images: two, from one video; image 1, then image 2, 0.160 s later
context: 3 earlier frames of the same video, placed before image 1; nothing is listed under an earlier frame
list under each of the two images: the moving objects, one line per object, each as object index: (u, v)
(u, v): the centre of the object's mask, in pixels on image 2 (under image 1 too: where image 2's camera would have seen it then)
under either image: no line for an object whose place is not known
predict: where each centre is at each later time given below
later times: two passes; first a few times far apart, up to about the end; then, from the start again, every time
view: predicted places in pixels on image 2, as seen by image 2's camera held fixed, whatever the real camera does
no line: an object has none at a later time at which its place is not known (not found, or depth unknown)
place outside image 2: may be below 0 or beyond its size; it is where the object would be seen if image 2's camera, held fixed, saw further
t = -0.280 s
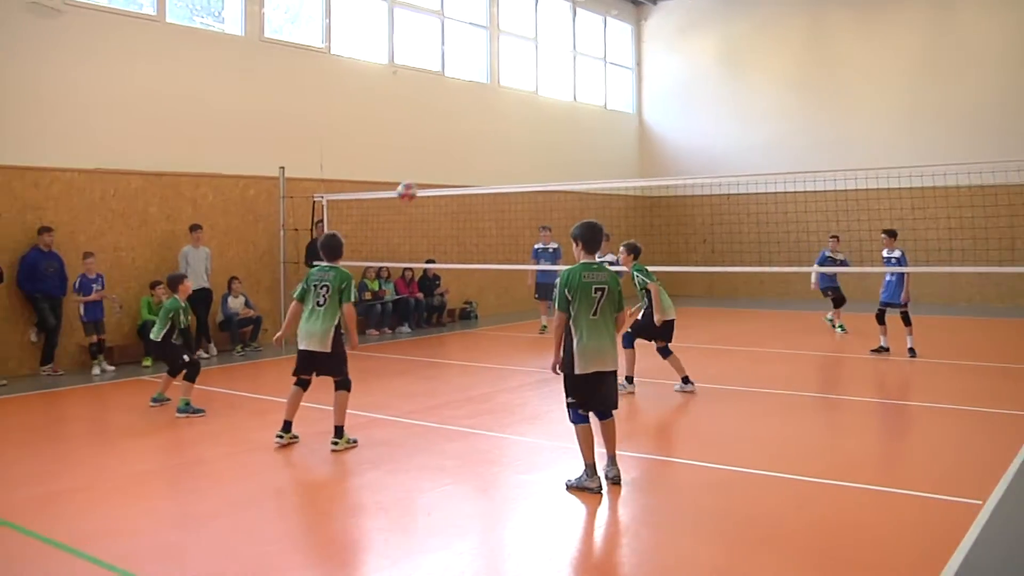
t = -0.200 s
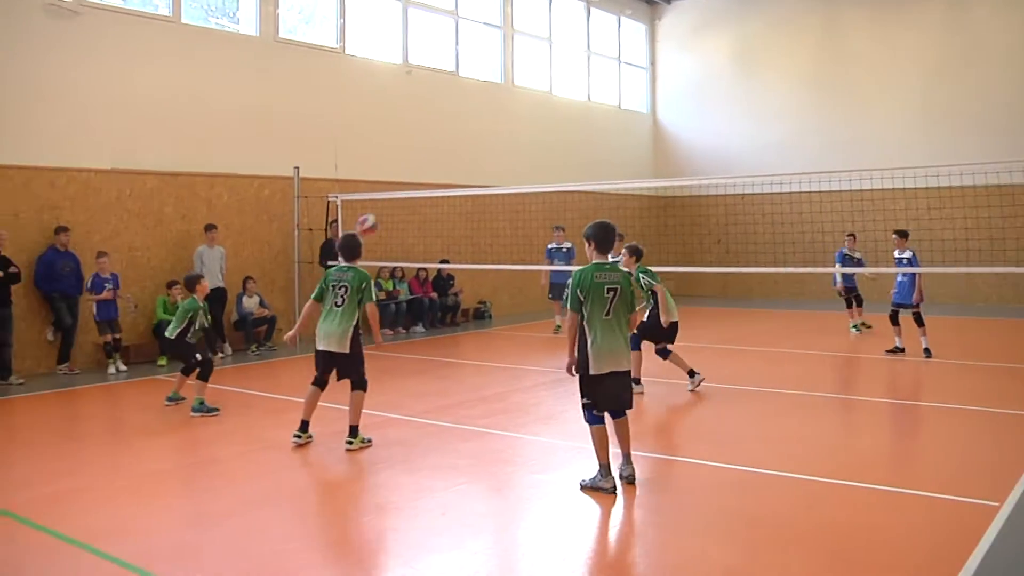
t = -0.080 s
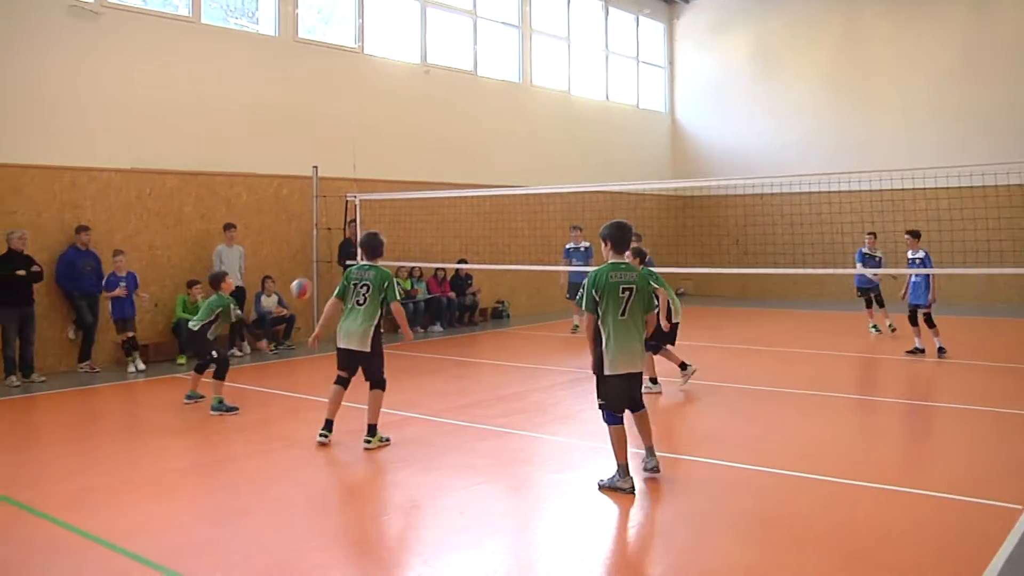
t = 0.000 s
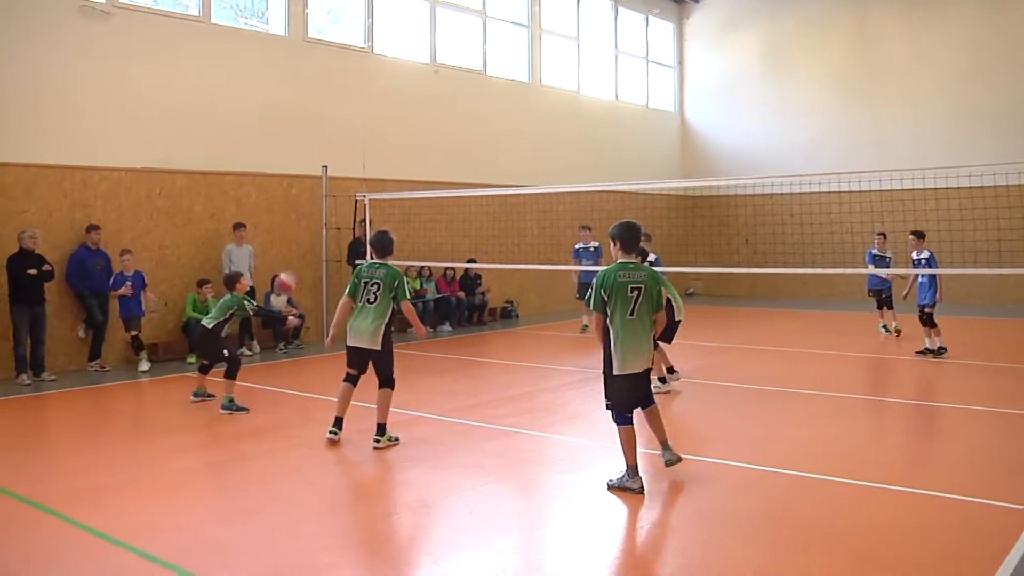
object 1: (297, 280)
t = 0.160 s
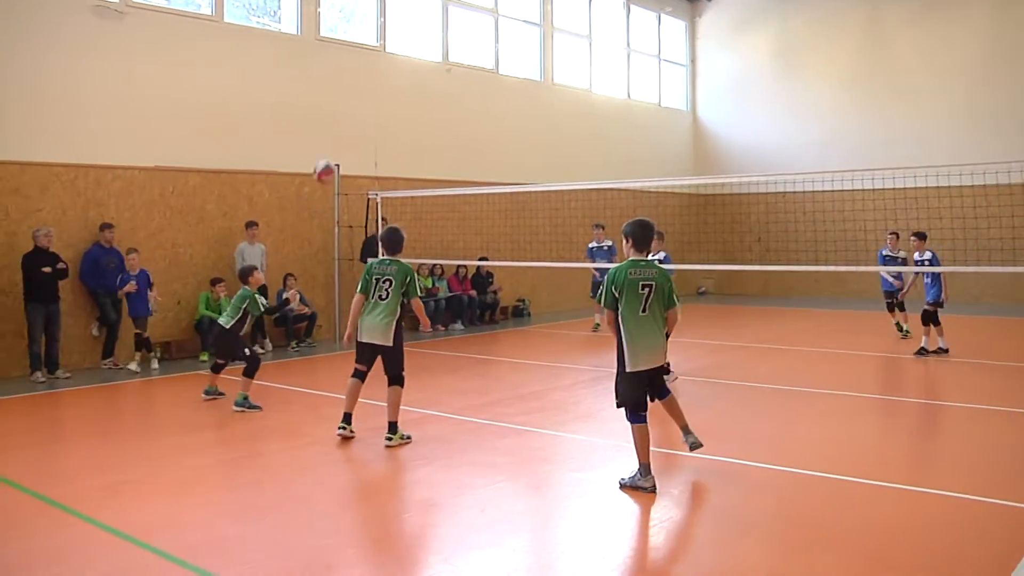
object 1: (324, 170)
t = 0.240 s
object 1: (338, 127)
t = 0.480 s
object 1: (377, 36)
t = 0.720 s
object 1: (415, 7)
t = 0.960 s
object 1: (453, 29)
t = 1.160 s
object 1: (483, 97)
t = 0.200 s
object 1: (331, 149)
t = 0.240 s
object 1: (338, 127)
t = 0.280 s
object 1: (344, 108)
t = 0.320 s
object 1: (351, 90)
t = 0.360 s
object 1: (357, 74)
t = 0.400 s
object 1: (364, 59)
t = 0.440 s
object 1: (370, 46)
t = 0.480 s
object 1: (377, 36)
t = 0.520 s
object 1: (383, 26)
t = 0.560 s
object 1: (389, 18)
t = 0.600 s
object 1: (395, 11)
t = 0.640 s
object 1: (402, 8)
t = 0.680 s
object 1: (408, 7)
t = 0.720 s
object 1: (415, 7)
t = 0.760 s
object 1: (422, 7)
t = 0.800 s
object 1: (429, 8)
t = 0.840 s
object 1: (435, 10)
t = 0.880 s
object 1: (441, 14)
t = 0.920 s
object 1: (447, 20)
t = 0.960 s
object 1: (453, 29)
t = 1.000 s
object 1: (459, 40)
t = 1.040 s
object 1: (465, 52)
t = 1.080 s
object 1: (471, 66)
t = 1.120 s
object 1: (477, 81)
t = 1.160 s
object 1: (483, 97)
